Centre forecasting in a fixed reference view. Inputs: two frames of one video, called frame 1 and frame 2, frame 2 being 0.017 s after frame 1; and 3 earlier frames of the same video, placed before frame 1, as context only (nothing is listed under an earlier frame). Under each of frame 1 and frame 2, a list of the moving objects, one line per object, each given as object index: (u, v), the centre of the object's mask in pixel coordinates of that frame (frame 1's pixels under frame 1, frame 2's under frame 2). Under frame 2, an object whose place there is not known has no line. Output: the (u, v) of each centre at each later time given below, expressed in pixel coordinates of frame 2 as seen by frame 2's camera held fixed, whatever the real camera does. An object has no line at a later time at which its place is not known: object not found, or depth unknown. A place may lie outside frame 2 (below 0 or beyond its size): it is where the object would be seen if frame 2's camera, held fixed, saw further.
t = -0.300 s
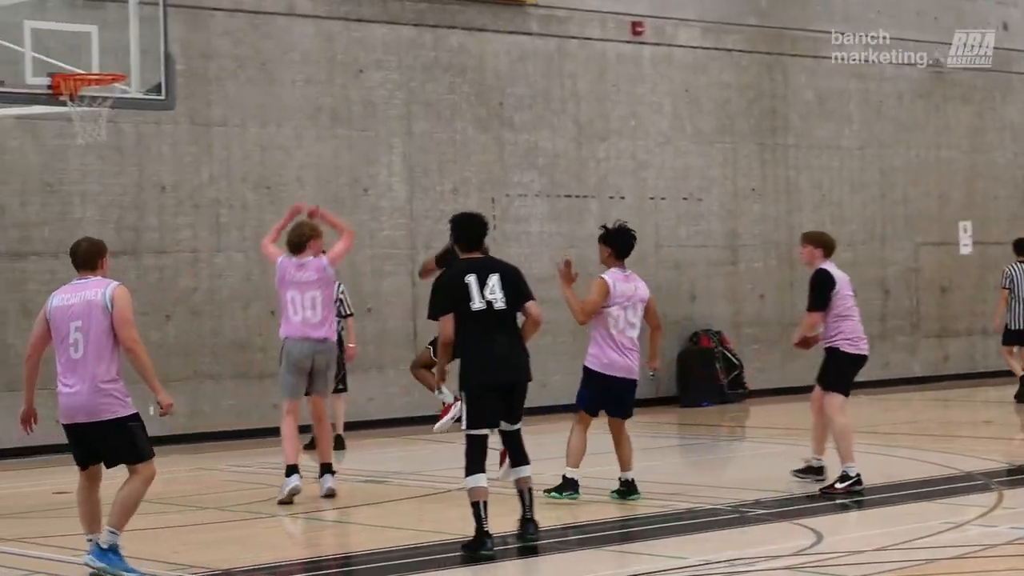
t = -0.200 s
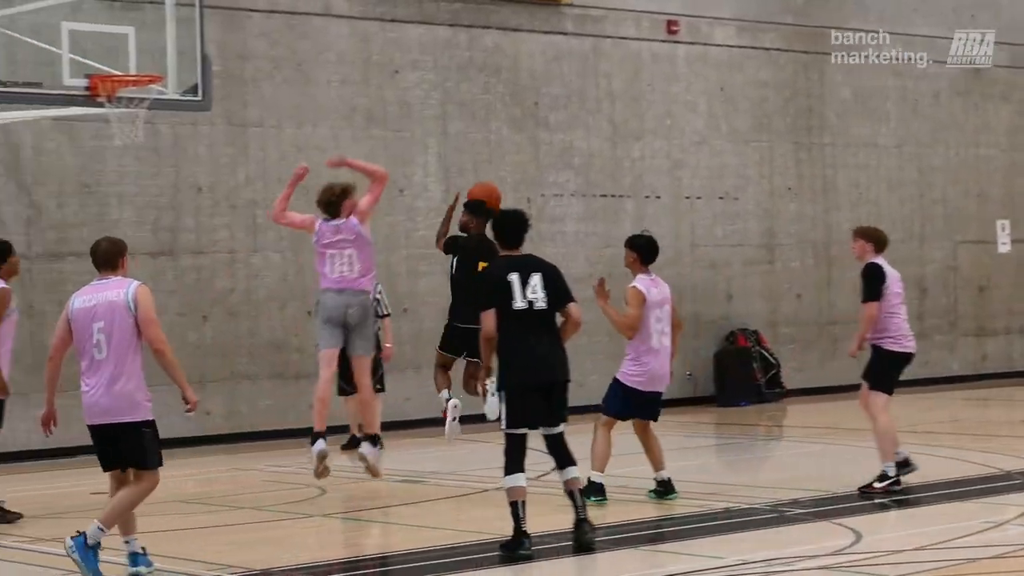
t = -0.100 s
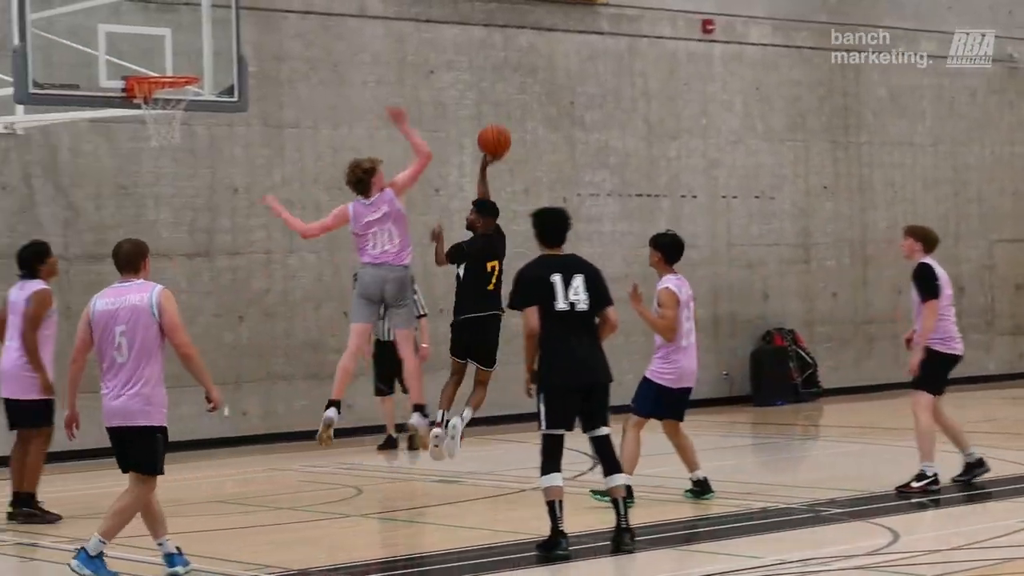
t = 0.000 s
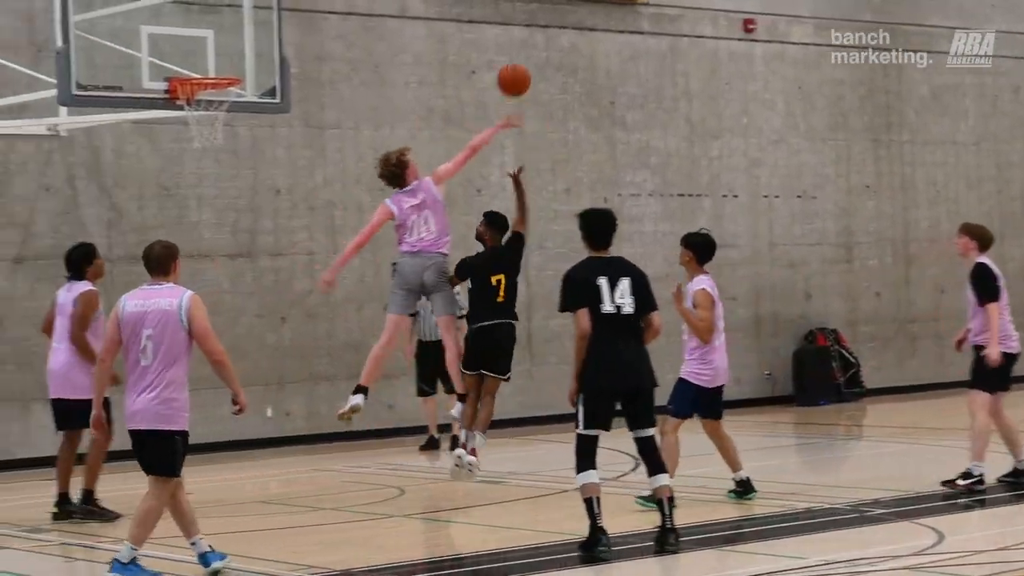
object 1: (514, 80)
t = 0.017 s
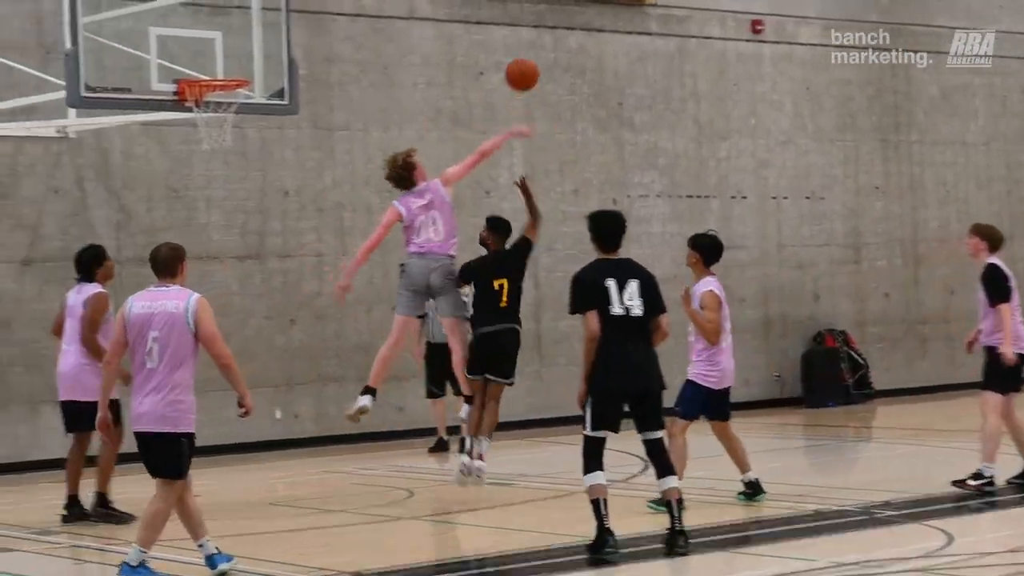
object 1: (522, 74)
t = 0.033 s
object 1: (522, 67)
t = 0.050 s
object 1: (521, 62)
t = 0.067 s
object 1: (521, 55)
